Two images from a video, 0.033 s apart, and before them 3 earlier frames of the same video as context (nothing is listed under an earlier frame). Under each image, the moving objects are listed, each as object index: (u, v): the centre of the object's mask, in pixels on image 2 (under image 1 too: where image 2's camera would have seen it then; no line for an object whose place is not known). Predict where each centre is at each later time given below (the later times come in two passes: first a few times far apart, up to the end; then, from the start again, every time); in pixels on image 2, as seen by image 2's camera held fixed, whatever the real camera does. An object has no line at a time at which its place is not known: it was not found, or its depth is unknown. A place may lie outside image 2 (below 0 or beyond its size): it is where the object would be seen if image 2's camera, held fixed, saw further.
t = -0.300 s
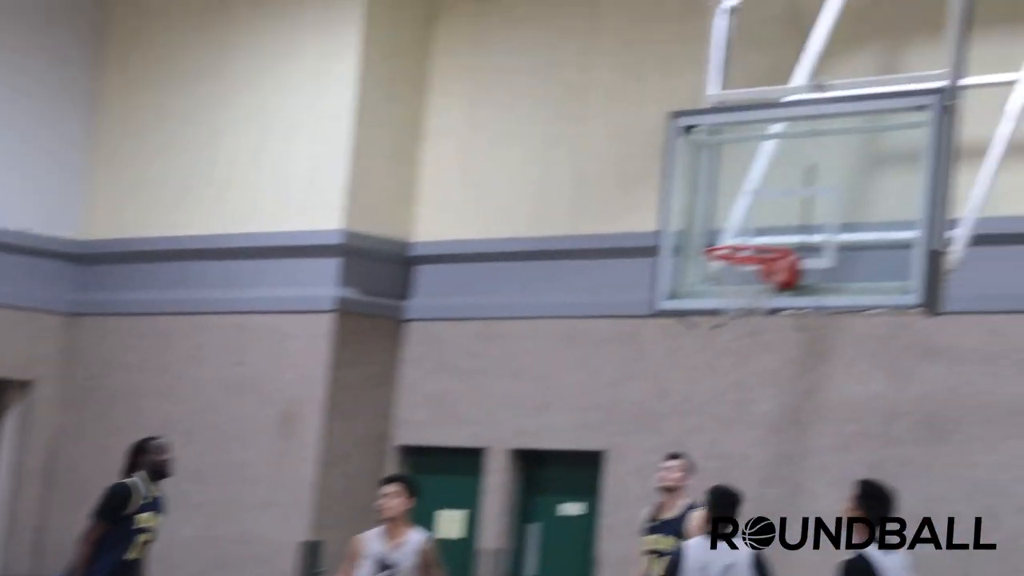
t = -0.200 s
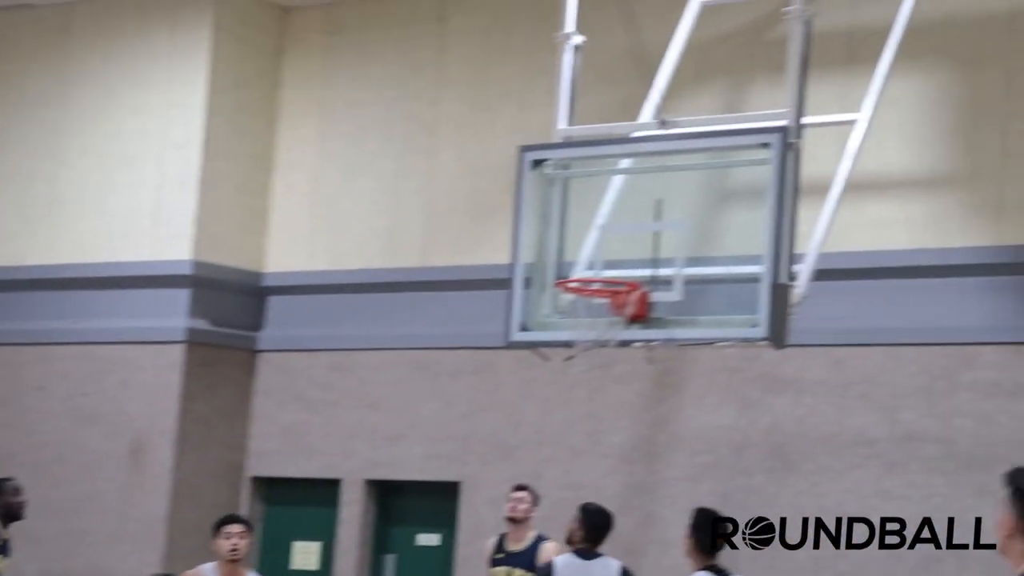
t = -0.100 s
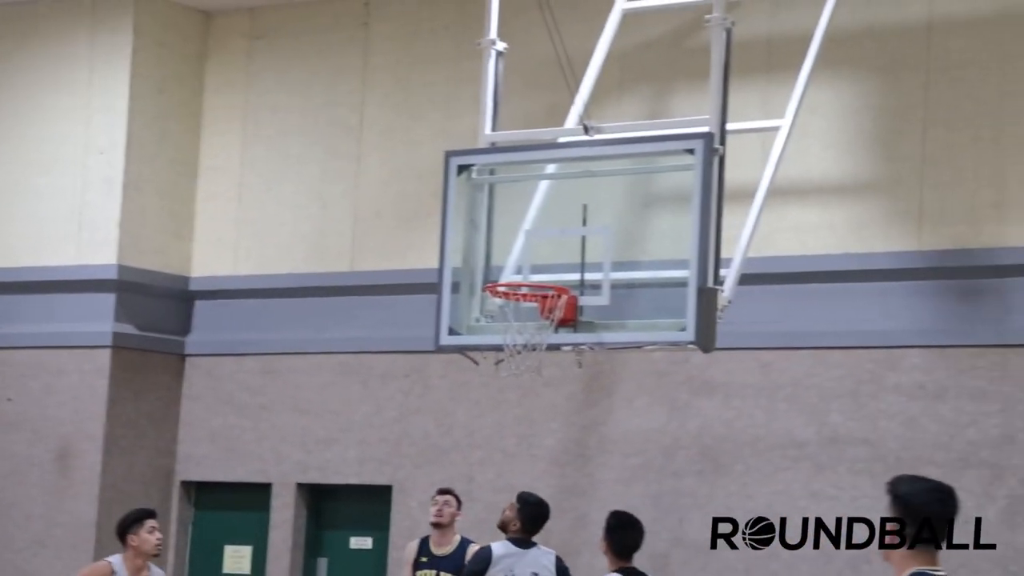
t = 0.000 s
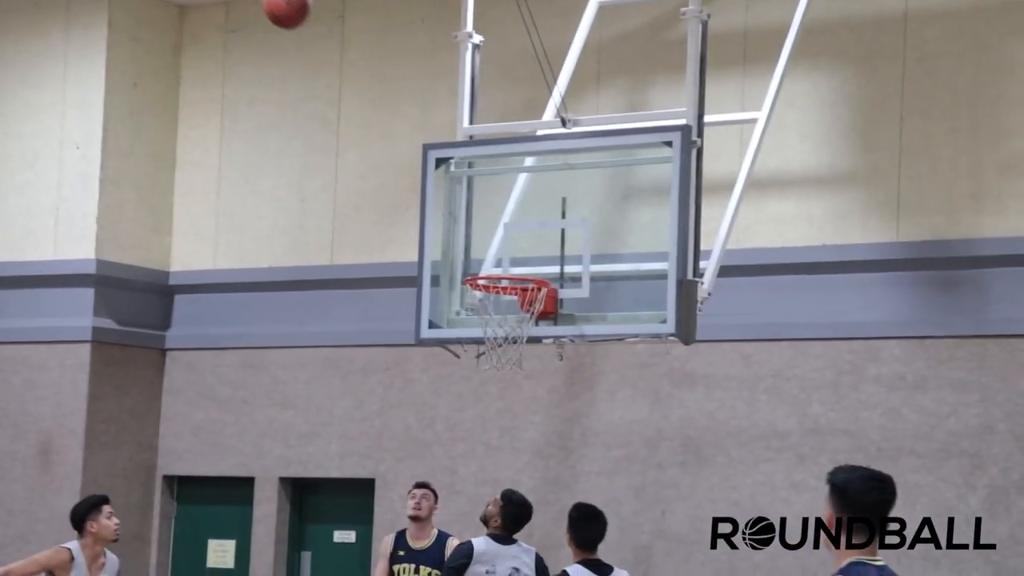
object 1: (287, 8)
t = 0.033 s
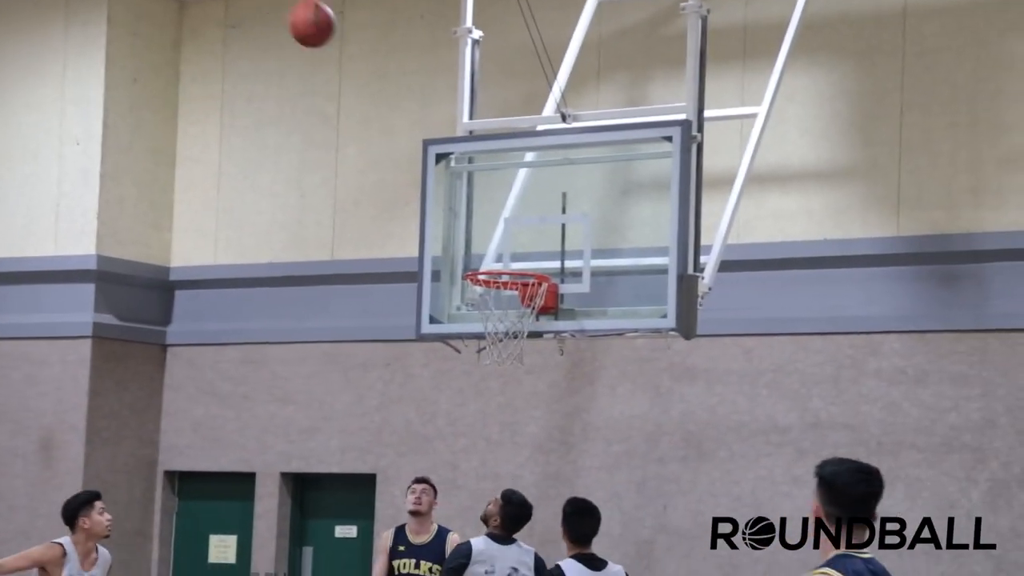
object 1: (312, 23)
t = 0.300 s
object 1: (490, 257)
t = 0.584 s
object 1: (522, 294)
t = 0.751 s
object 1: (487, 352)
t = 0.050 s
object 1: (324, 36)
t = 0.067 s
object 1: (336, 48)
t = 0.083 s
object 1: (349, 61)
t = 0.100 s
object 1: (361, 75)
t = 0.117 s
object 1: (372, 89)
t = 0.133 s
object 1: (384, 103)
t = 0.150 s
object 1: (396, 117)
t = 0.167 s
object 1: (407, 133)
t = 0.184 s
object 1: (418, 148)
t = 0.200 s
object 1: (429, 164)
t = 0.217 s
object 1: (440, 180)
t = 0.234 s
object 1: (451, 196)
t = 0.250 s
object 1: (461, 212)
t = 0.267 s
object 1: (472, 229)
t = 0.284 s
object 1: (482, 246)
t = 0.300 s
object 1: (490, 257)
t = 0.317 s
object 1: (496, 257)
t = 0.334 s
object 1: (503, 261)
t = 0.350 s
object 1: (509, 262)
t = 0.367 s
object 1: (515, 277)
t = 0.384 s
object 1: (520, 283)
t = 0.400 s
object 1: (516, 280)
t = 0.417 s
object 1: (511, 278)
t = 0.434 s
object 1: (505, 277)
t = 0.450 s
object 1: (500, 276)
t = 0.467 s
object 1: (494, 275)
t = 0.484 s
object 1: (495, 276)
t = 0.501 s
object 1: (500, 278)
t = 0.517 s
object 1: (504, 280)
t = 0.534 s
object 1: (509, 284)
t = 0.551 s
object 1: (514, 287)
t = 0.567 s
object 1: (520, 292)
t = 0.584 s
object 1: (522, 294)
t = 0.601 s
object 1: (518, 297)
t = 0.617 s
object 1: (517, 300)
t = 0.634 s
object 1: (512, 306)
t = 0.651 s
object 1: (507, 312)
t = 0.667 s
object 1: (503, 320)
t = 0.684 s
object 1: (499, 326)
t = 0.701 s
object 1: (496, 332)
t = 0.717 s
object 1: (493, 339)
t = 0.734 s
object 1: (490, 345)
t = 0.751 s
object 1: (487, 352)
